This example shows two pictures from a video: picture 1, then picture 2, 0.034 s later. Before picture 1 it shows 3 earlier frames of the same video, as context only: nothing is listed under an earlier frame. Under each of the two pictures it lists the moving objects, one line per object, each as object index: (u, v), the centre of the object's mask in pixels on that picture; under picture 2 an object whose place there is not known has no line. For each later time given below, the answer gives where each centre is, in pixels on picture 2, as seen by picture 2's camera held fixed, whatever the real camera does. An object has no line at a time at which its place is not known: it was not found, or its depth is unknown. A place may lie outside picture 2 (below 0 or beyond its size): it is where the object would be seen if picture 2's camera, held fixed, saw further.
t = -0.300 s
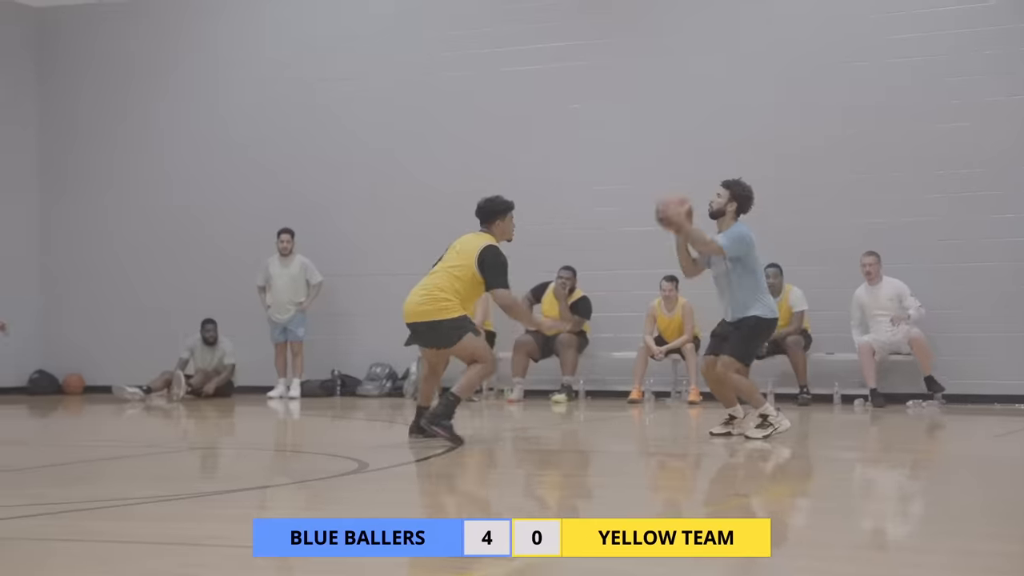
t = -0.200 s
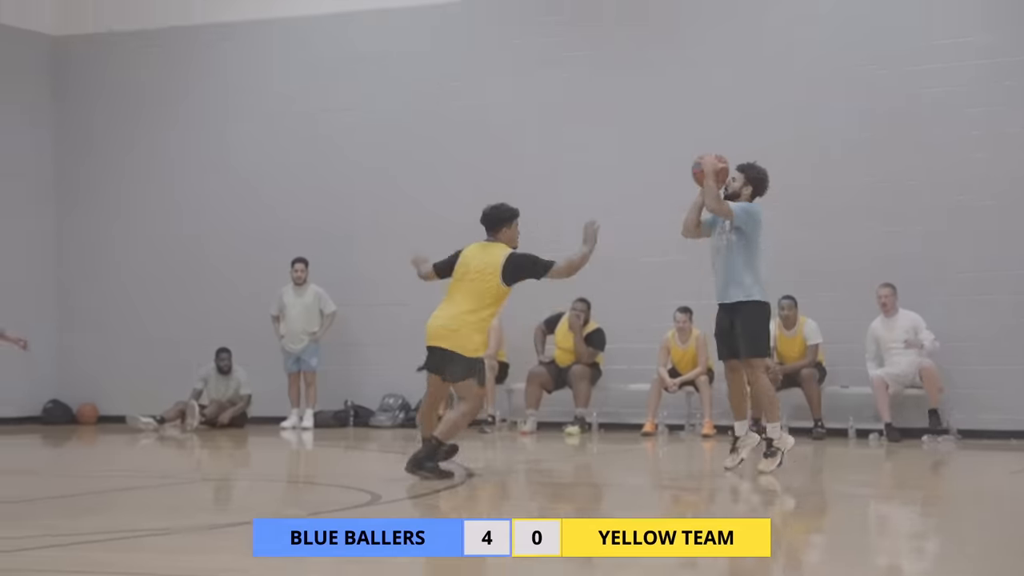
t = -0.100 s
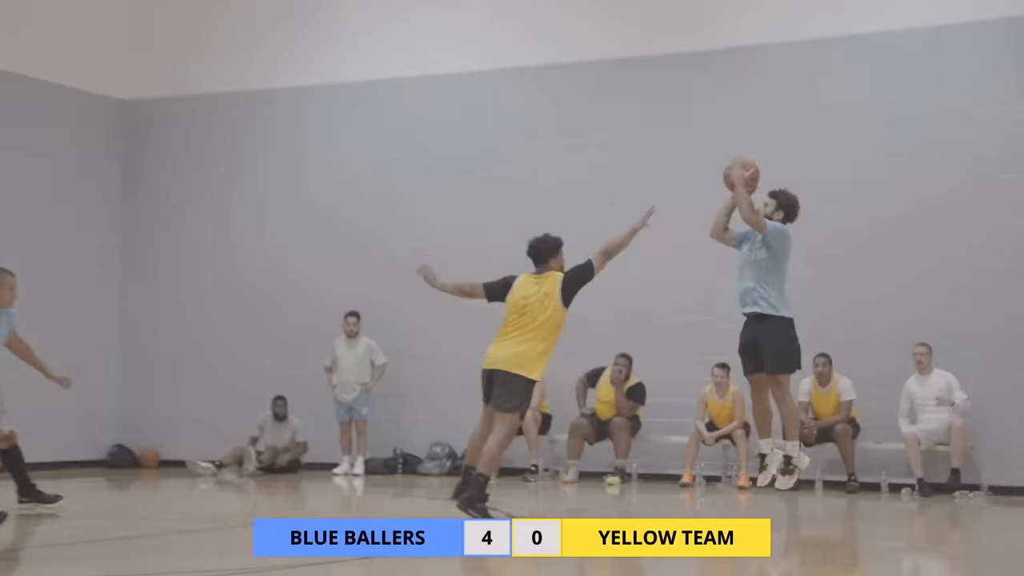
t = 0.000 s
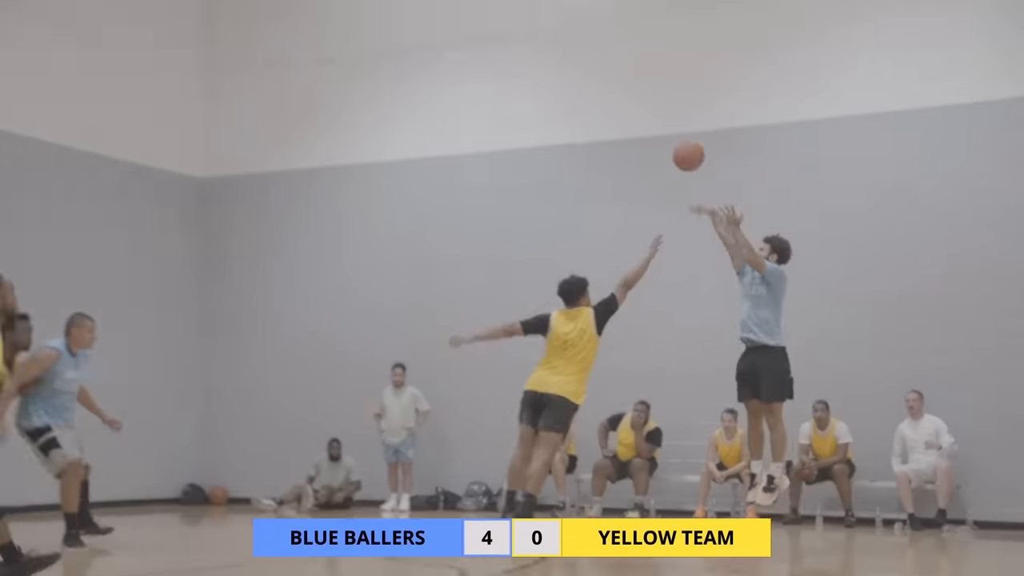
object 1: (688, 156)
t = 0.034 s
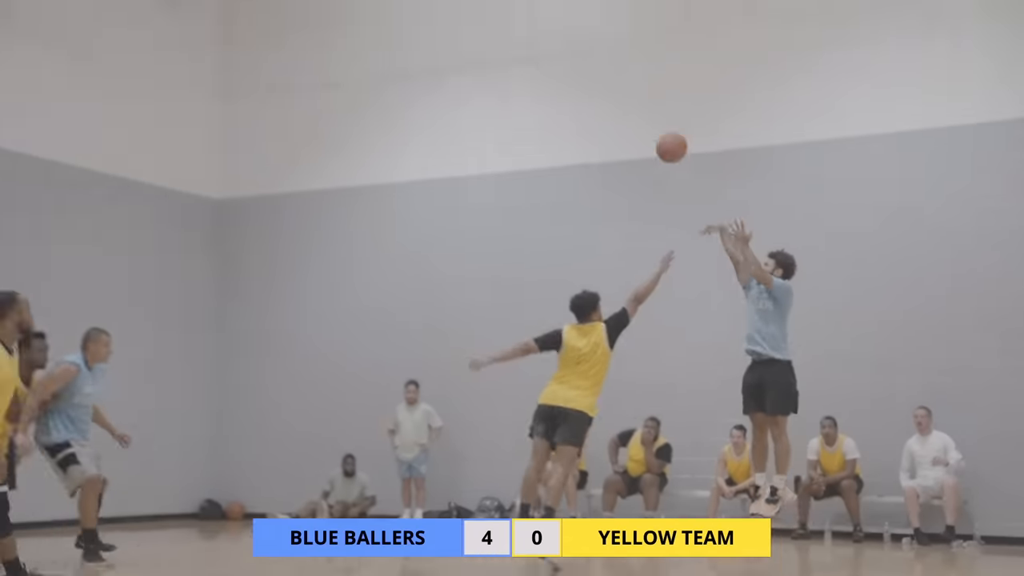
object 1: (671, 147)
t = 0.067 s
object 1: (646, 119)
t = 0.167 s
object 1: (573, 47)
